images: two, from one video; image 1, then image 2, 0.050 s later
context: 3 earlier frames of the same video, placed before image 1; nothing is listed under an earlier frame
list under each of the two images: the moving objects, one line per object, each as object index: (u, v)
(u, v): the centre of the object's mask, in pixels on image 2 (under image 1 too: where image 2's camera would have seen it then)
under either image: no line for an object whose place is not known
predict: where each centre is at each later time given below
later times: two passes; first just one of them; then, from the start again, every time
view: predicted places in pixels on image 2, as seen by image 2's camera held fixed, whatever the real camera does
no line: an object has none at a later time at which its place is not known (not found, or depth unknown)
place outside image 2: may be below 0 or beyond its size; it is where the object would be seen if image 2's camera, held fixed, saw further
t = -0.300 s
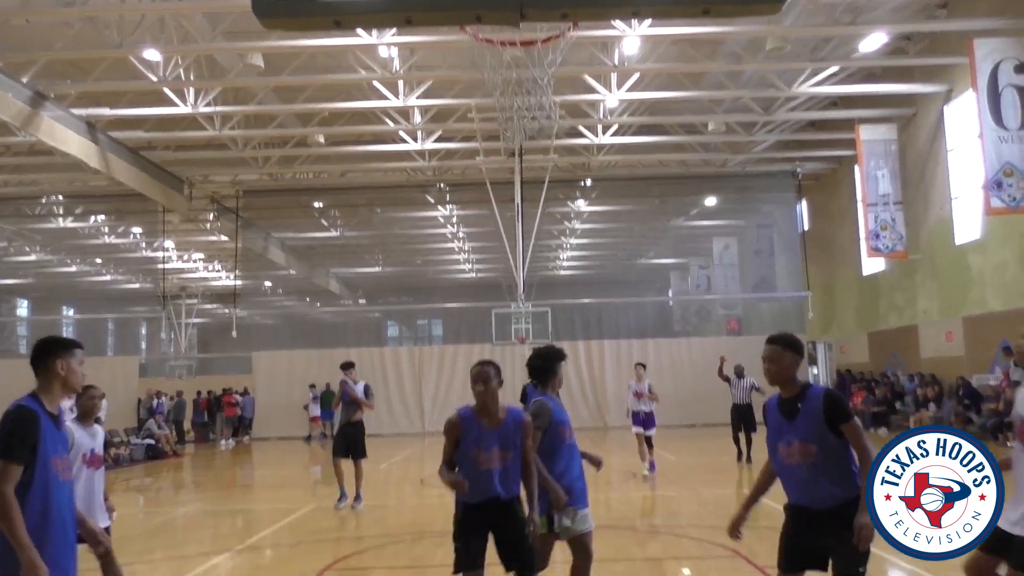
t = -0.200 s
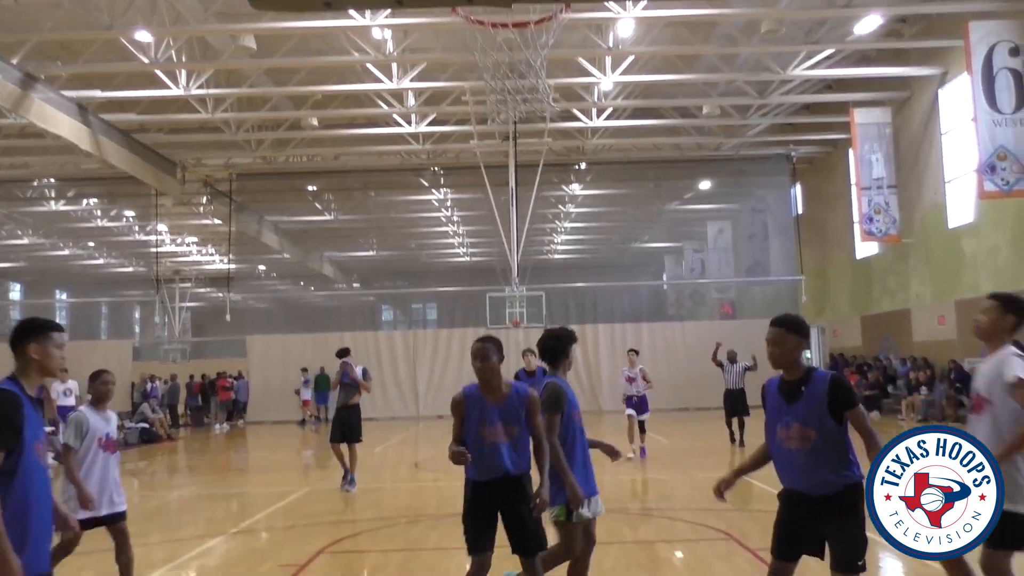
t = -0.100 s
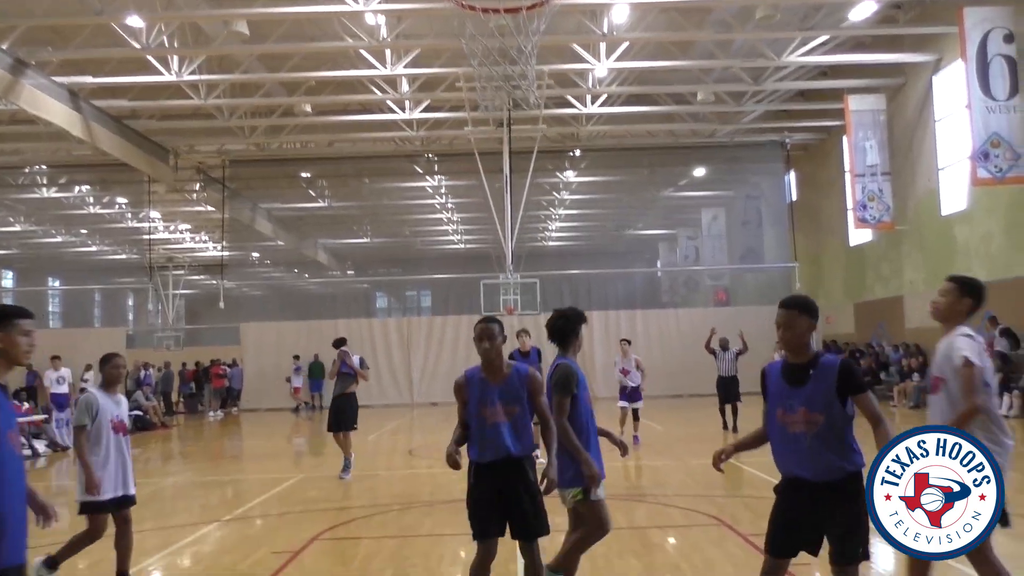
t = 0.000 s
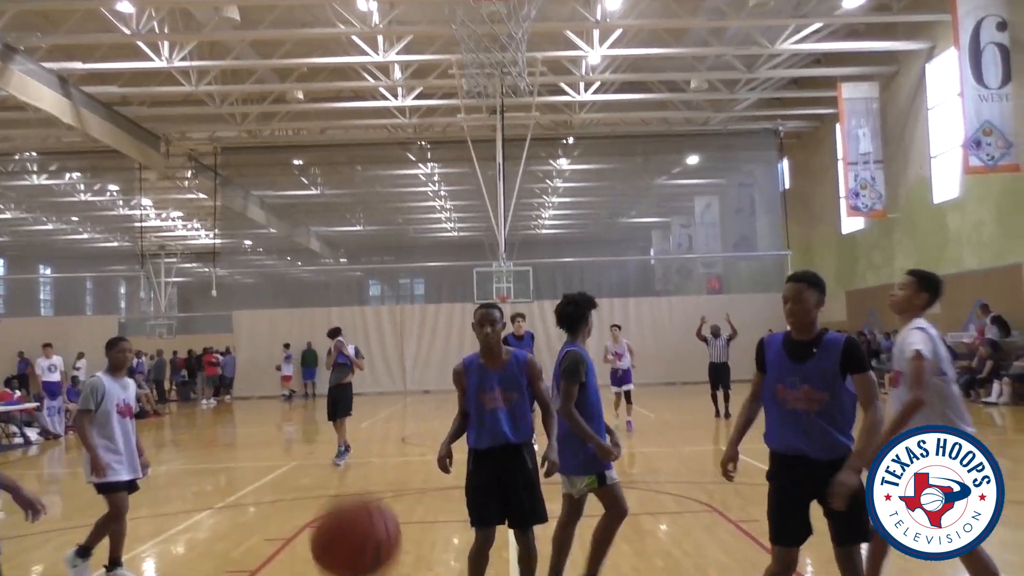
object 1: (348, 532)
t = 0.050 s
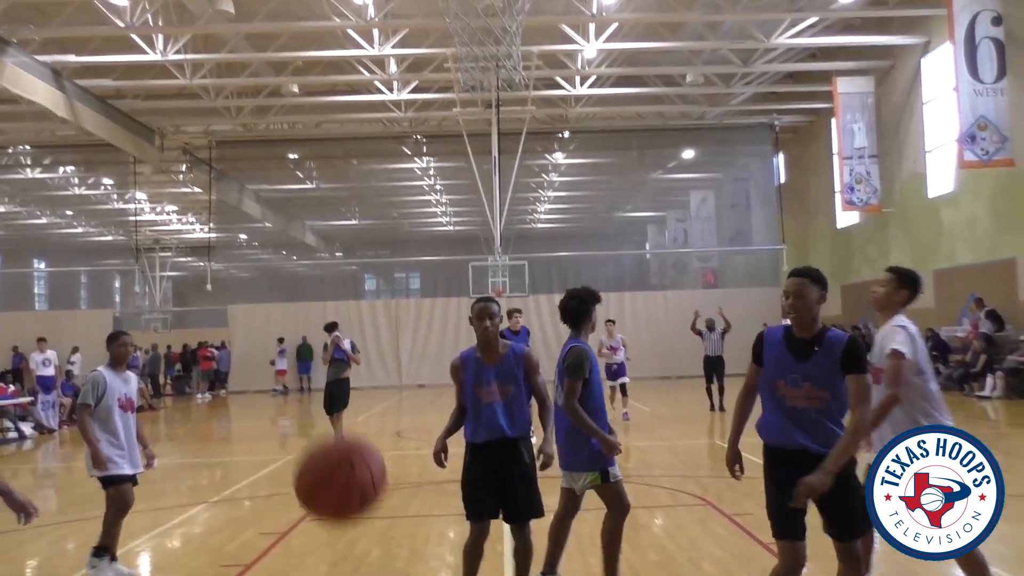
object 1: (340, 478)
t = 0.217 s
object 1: (309, 350)
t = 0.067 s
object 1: (337, 463)
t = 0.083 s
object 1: (334, 447)
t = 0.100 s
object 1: (332, 433)
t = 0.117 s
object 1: (329, 418)
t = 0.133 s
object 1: (325, 403)
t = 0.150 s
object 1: (322, 392)
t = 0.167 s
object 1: (319, 379)
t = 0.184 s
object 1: (315, 369)
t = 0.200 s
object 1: (313, 359)
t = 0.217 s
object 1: (309, 350)
